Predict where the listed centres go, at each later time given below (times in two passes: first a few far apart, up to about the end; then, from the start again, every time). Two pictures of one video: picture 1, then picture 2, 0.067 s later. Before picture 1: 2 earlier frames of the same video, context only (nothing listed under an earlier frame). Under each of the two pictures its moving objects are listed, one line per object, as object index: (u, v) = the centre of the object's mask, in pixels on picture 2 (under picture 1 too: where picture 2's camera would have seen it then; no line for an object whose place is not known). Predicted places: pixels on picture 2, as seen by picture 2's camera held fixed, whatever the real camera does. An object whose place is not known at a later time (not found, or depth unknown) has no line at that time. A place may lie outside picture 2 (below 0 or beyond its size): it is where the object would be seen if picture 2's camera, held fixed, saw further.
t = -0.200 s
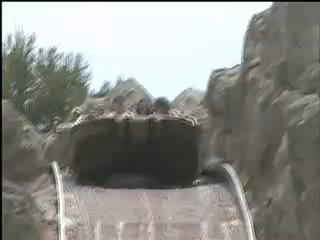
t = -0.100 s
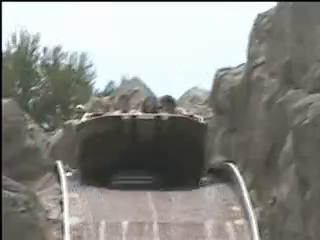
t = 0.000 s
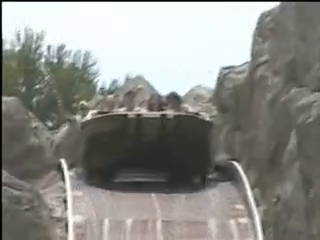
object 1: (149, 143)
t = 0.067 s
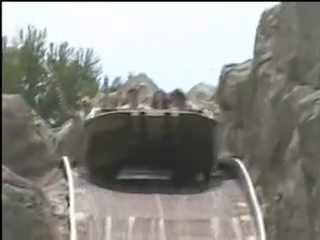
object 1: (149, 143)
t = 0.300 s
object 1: (152, 144)
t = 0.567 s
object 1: (155, 159)
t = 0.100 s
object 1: (149, 144)
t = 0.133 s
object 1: (151, 144)
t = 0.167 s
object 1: (150, 143)
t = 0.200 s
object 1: (150, 144)
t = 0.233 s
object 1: (152, 143)
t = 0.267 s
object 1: (153, 143)
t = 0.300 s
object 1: (152, 144)
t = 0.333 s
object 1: (154, 144)
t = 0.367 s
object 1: (153, 145)
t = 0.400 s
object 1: (154, 146)
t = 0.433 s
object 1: (152, 147)
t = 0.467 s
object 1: (154, 153)
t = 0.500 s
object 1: (155, 153)
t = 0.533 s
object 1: (155, 157)
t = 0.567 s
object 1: (155, 159)
